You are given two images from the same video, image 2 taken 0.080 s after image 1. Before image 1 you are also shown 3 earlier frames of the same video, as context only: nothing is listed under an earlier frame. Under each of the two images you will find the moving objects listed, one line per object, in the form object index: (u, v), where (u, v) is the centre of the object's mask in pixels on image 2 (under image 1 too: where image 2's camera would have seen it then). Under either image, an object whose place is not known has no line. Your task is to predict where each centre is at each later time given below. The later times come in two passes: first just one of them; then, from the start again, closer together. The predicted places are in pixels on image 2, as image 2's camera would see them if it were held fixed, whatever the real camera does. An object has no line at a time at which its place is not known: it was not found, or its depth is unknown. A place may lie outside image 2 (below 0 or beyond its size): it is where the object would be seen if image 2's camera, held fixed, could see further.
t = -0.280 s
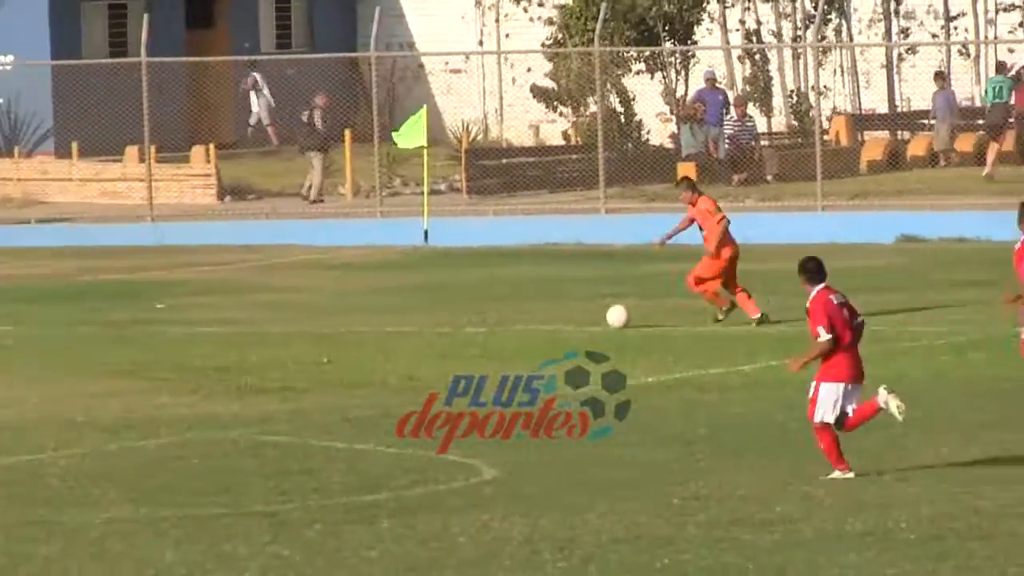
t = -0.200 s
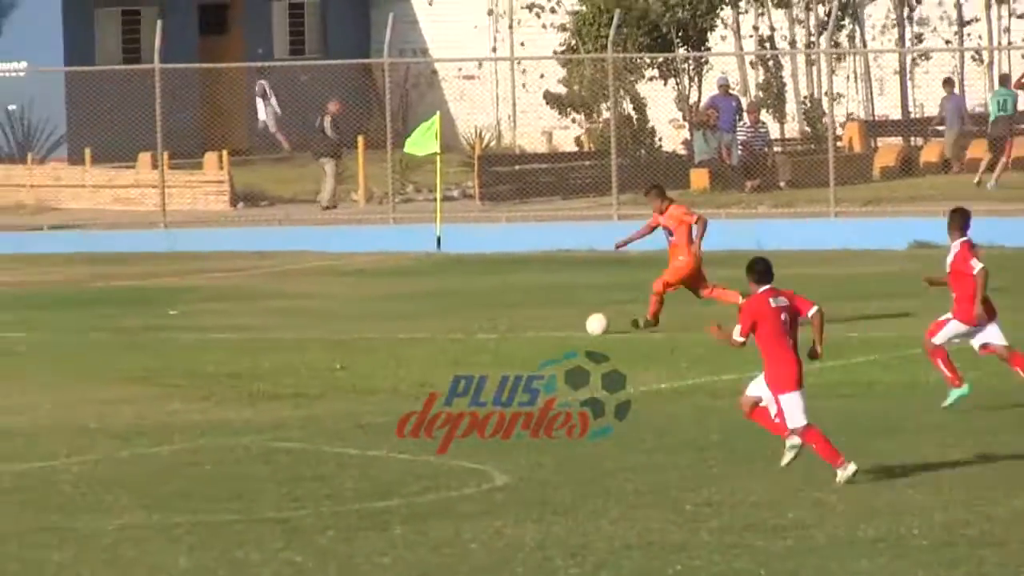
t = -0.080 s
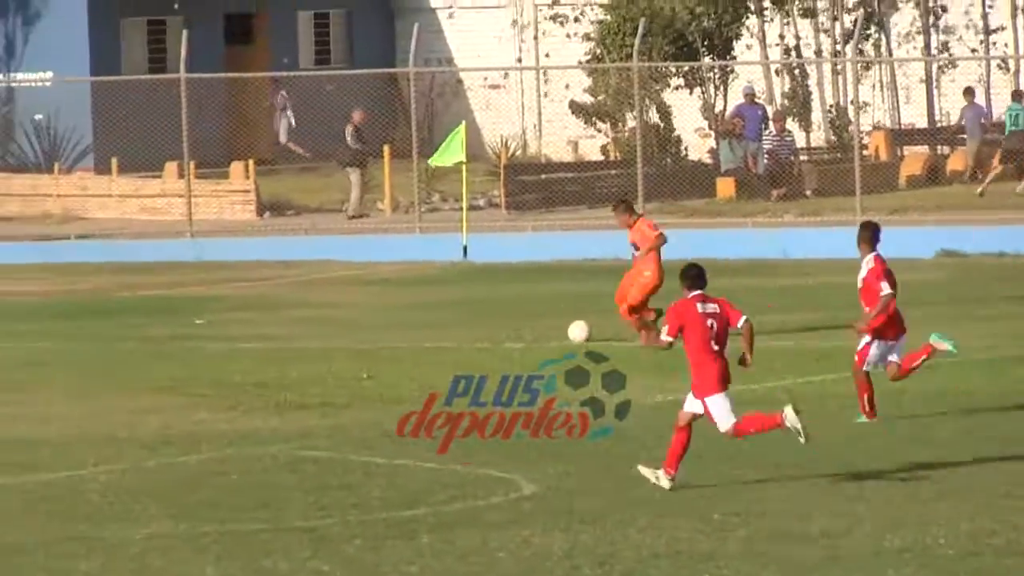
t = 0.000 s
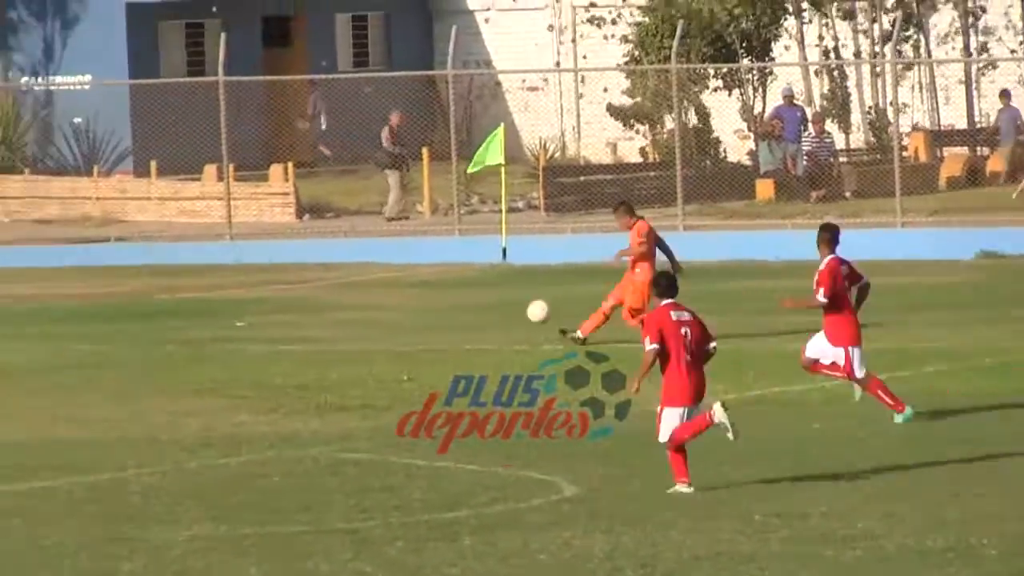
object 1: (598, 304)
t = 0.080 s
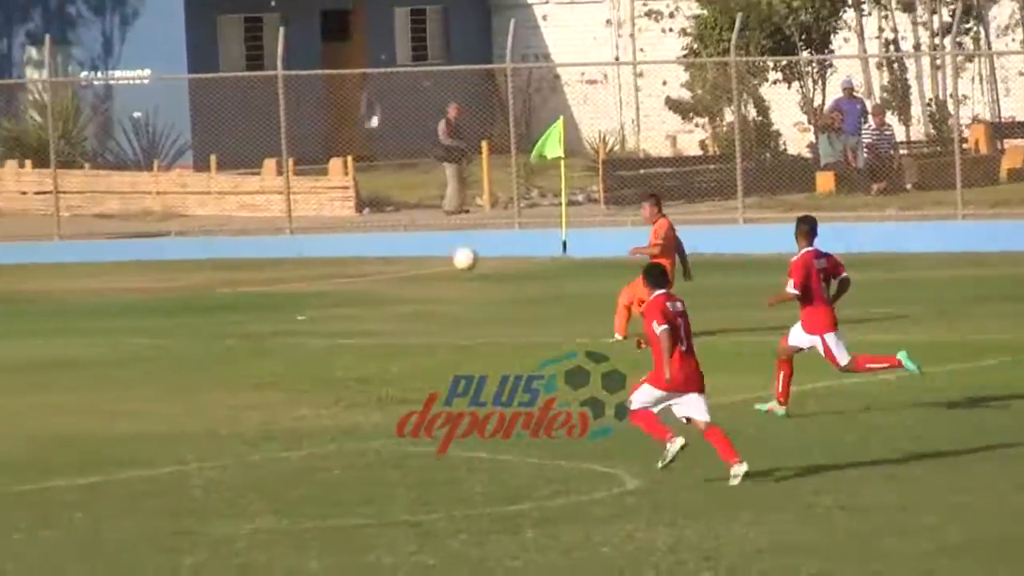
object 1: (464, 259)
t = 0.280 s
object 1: (149, 163)
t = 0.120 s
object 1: (412, 241)
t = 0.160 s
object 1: (332, 216)
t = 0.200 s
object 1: (279, 201)
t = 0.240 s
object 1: (201, 177)
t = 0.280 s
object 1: (149, 163)
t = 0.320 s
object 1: (95, 149)
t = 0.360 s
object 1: (20, 130)
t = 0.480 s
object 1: (-175, 100)
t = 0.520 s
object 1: (-248, 90)
